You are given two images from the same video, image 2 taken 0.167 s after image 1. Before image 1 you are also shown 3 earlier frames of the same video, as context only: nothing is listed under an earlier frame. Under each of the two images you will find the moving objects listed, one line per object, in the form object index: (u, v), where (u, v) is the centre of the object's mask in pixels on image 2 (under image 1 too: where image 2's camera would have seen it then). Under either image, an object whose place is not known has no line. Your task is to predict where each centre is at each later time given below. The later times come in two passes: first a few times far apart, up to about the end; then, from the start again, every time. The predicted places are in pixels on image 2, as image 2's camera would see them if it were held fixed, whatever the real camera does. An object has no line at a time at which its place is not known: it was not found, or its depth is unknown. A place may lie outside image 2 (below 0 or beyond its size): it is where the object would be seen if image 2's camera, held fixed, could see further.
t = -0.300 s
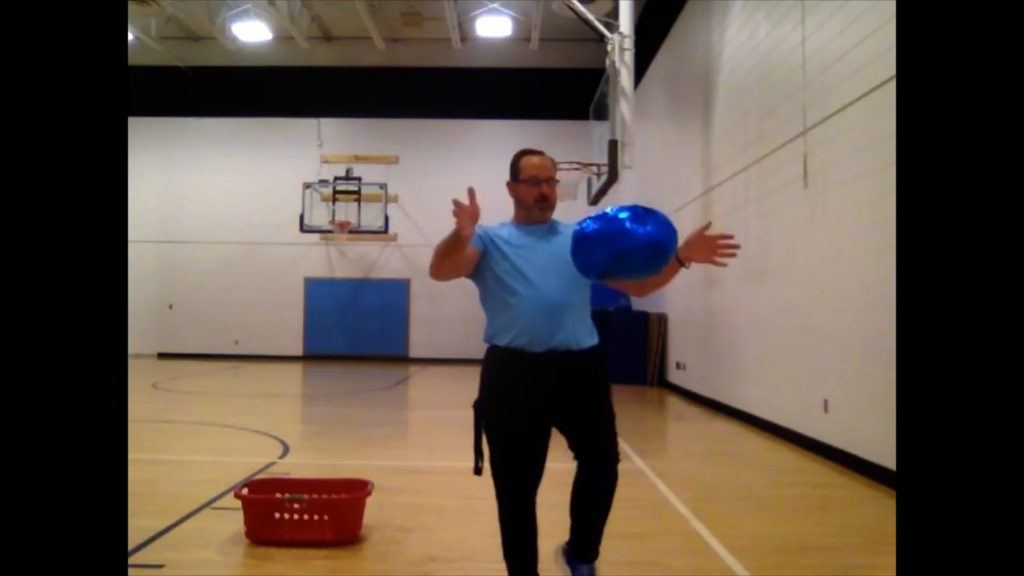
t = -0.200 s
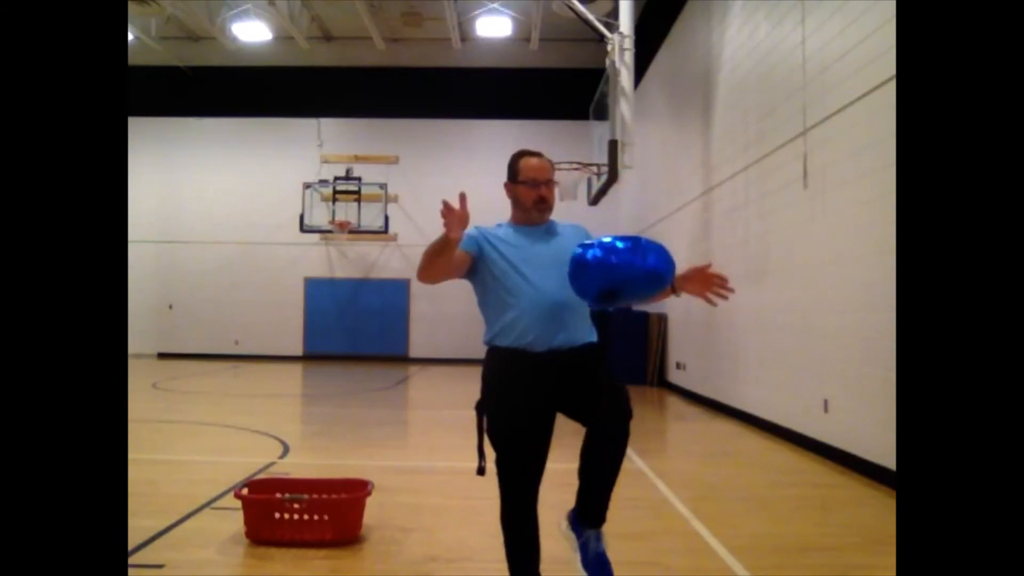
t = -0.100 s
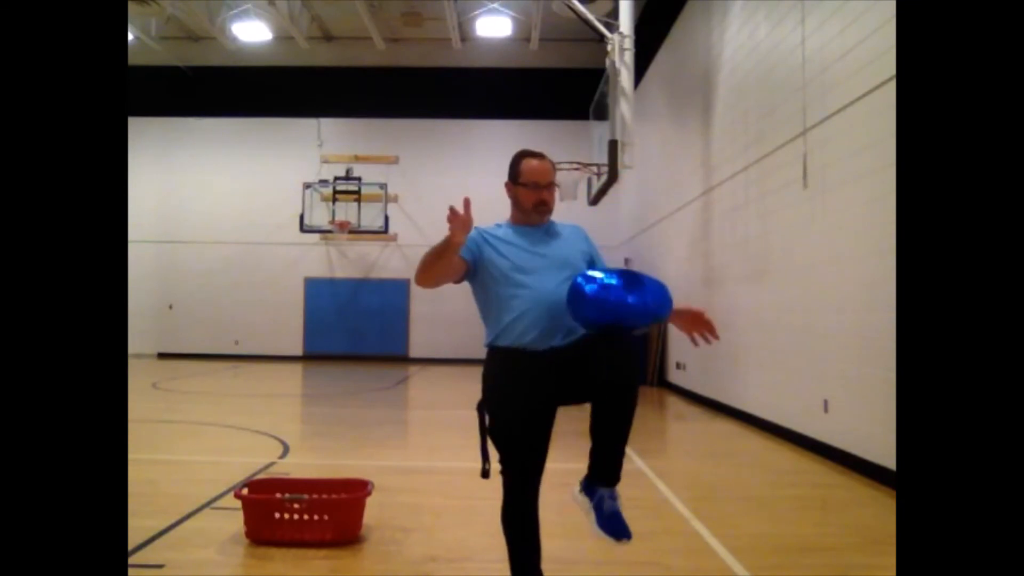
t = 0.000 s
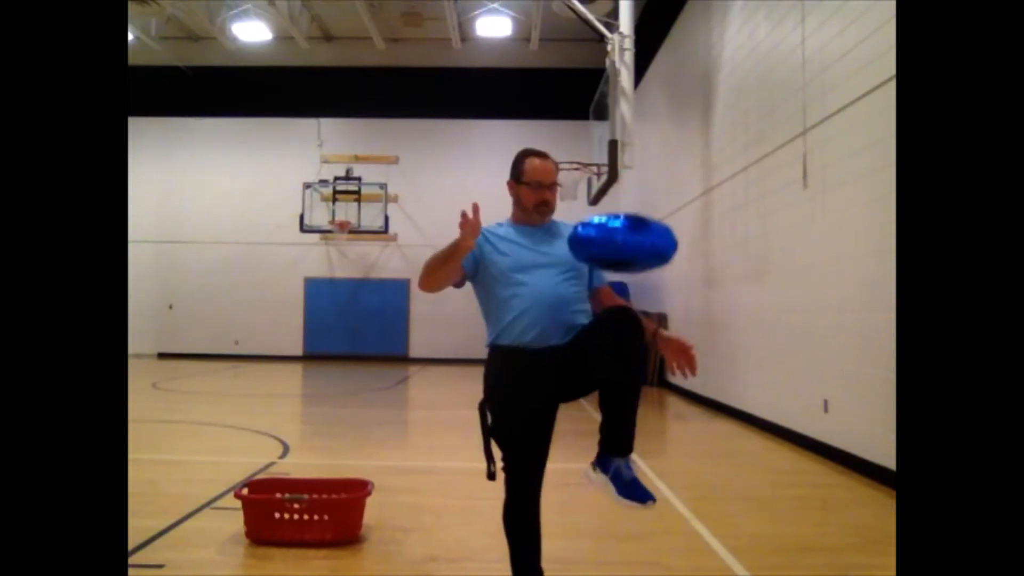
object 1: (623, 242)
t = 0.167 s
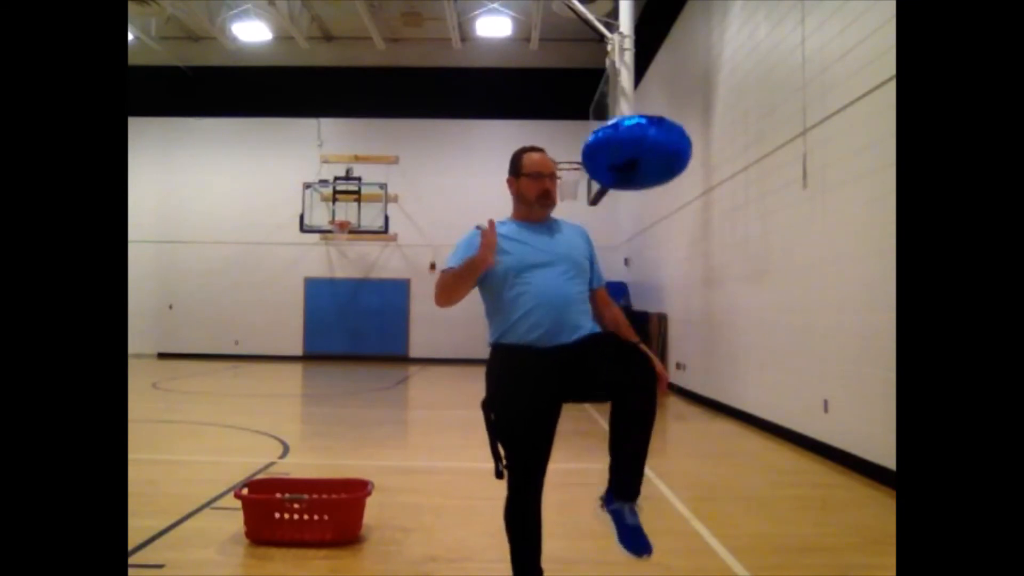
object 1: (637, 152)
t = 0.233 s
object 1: (644, 128)
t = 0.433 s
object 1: (667, 86)
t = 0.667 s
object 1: (686, 83)
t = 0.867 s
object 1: (700, 114)
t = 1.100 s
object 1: (716, 183)
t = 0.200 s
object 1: (640, 139)
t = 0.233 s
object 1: (644, 128)
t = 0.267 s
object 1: (648, 118)
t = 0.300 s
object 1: (652, 109)
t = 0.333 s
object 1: (656, 101)
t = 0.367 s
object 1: (660, 95)
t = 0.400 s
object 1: (663, 90)
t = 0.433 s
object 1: (667, 86)
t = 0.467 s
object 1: (670, 83)
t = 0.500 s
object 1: (673, 81)
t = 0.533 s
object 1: (676, 80)
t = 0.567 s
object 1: (678, 79)
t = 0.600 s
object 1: (681, 80)
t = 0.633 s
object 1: (683, 81)
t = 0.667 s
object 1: (686, 83)
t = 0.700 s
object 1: (688, 86)
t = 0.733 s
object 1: (691, 90)
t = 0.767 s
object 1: (693, 95)
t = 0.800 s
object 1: (695, 101)
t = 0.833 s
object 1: (698, 107)
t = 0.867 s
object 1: (700, 114)
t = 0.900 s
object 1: (702, 122)
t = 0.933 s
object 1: (704, 130)
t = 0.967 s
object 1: (707, 140)
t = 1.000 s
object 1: (709, 150)
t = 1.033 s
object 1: (711, 160)
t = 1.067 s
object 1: (714, 171)
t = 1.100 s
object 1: (716, 183)
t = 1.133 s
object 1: (718, 194)
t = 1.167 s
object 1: (721, 206)
